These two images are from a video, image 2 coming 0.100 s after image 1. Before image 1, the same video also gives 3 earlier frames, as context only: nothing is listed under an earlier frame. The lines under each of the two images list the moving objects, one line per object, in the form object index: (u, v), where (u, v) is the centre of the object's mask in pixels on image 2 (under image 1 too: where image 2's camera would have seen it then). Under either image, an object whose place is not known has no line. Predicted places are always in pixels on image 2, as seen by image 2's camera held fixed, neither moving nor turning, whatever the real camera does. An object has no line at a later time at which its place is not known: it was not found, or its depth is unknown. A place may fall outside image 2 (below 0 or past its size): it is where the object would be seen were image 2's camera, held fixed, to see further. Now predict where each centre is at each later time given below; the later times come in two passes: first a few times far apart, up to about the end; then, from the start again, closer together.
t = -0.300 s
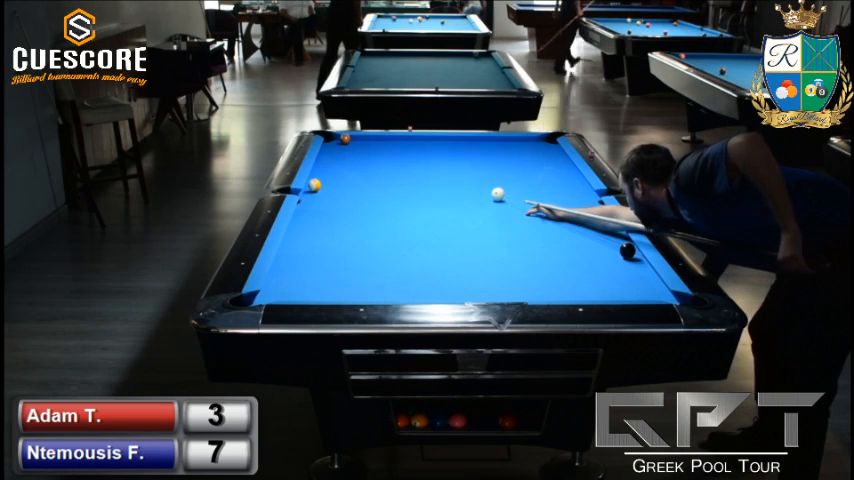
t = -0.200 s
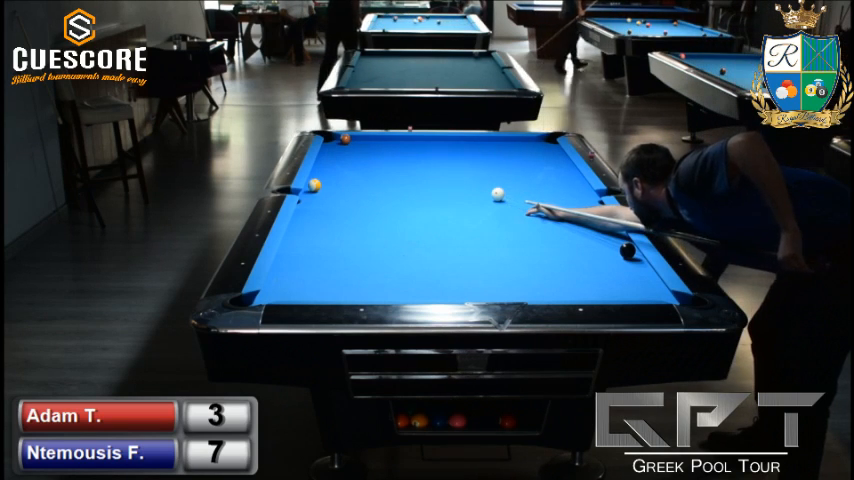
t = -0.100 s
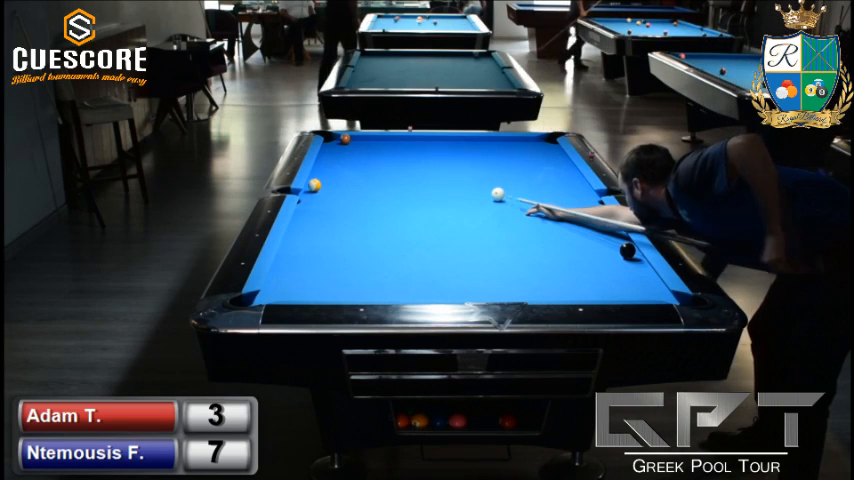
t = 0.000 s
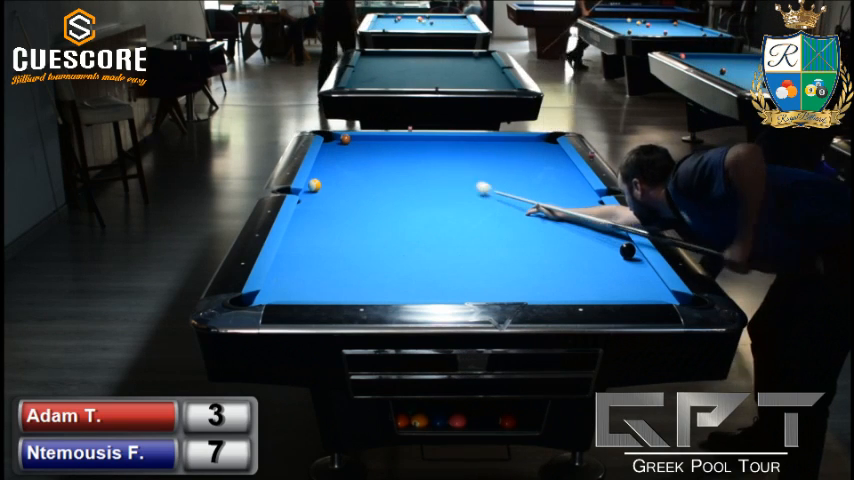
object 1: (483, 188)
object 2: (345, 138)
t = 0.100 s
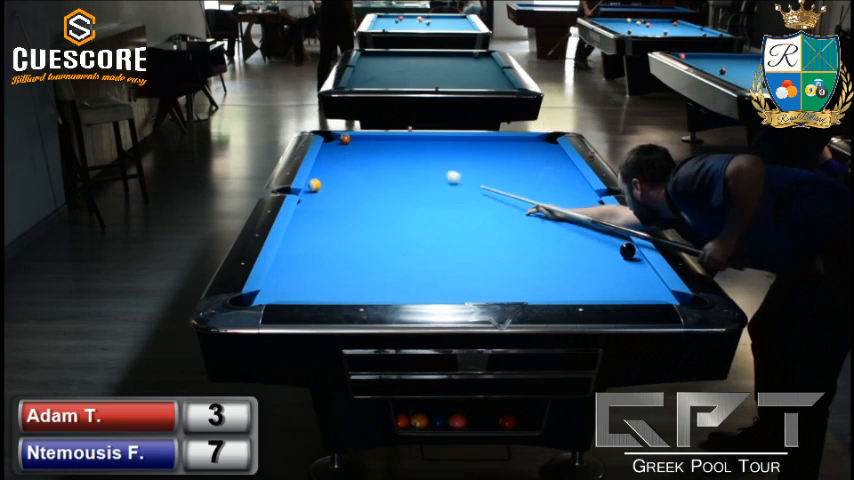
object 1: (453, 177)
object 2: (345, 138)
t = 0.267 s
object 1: (414, 162)
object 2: (345, 138)
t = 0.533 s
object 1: (365, 144)
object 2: (345, 138)
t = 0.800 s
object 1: (368, 139)
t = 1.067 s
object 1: (382, 145)
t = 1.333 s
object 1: (396, 150)
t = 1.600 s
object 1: (408, 154)
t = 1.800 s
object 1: (420, 158)
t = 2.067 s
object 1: (435, 164)
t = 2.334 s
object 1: (447, 168)
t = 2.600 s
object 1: (462, 174)
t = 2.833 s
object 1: (473, 178)
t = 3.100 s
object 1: (486, 183)
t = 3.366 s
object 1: (499, 187)
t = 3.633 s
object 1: (512, 191)
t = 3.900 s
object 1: (524, 196)
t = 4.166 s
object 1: (535, 200)
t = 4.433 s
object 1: (546, 204)
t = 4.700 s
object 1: (556, 208)
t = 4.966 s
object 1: (566, 212)
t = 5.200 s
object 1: (574, 215)
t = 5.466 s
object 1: (582, 219)
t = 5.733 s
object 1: (590, 222)
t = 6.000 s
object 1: (597, 225)
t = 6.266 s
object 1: (603, 227)
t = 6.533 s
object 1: (608, 230)
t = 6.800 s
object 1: (613, 232)
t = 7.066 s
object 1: (617, 234)
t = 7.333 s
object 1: (620, 235)
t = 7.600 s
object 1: (620, 236)
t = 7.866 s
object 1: (620, 236)
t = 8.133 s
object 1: (620, 236)
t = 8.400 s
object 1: (620, 236)
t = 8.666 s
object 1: (619, 237)
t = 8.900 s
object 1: (620, 236)
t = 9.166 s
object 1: (619, 237)
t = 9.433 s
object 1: (619, 237)
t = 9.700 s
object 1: (619, 237)
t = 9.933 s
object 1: (619, 237)
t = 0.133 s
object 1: (444, 174)
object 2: (345, 138)
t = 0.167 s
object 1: (436, 170)
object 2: (345, 138)
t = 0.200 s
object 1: (428, 167)
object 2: (345, 138)
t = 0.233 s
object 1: (421, 165)
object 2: (345, 138)
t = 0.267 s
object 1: (414, 162)
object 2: (345, 138)
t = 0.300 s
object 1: (407, 160)
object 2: (345, 138)
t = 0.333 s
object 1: (401, 157)
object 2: (345, 138)
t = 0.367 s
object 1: (394, 155)
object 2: (345, 138)
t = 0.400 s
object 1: (388, 153)
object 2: (345, 138)
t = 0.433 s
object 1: (382, 150)
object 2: (345, 138)
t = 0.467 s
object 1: (376, 148)
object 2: (345, 138)
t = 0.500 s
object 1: (370, 146)
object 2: (345, 138)
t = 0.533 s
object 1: (365, 144)
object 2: (345, 138)
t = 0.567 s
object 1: (359, 142)
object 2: (345, 138)
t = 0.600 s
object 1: (355, 139)
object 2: (344, 138)
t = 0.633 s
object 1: (357, 138)
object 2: (336, 137)
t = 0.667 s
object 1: (360, 137)
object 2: (329, 136)
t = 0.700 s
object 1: (362, 137)
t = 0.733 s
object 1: (364, 138)
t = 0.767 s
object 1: (366, 139)
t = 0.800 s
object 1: (368, 139)
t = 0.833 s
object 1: (370, 140)
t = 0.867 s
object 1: (372, 141)
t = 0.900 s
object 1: (373, 142)
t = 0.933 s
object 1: (375, 142)
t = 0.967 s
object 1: (377, 143)
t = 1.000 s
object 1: (379, 143)
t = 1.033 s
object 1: (380, 144)
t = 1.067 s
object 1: (382, 145)
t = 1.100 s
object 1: (384, 145)
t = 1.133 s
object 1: (385, 146)
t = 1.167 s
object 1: (387, 146)
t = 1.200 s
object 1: (389, 147)
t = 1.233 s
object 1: (391, 148)
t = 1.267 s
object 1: (392, 148)
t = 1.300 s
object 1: (394, 149)
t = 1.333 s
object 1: (396, 150)
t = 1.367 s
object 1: (397, 150)
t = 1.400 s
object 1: (399, 151)
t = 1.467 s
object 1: (402, 152)
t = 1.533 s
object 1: (406, 153)
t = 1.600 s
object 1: (408, 154)
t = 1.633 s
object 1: (409, 155)
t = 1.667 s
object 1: (411, 155)
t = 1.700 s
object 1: (413, 156)
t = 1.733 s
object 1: (416, 157)
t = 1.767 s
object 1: (418, 158)
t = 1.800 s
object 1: (420, 158)
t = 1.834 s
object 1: (421, 159)
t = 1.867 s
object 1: (423, 160)
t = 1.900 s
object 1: (425, 160)
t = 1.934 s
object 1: (426, 161)
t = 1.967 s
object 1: (428, 162)
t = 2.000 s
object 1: (430, 162)
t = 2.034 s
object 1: (432, 163)
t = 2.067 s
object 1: (435, 164)
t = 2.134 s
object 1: (437, 165)
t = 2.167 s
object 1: (438, 165)
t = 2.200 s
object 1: (440, 166)
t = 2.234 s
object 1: (442, 166)
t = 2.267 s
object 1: (443, 167)
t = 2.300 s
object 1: (445, 168)
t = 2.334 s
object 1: (447, 168)
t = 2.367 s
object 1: (450, 169)
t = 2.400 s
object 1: (452, 170)
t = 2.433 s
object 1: (454, 171)
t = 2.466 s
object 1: (455, 171)
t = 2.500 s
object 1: (457, 172)
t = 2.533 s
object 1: (460, 173)
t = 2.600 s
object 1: (462, 174)
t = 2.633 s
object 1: (463, 174)
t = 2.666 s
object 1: (465, 175)
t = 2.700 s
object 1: (467, 176)
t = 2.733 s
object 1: (469, 176)
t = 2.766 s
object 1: (470, 177)
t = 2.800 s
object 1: (472, 177)
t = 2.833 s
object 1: (473, 178)
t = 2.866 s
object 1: (475, 178)
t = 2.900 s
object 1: (476, 179)
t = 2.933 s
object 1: (478, 180)
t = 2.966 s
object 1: (480, 180)
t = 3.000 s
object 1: (481, 181)
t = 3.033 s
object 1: (483, 181)
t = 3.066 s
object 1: (485, 182)
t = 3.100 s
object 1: (486, 183)
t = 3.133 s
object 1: (488, 183)
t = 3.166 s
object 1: (489, 183)
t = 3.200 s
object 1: (491, 184)
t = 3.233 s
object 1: (493, 184)
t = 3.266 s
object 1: (494, 185)
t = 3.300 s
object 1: (496, 186)
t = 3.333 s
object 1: (497, 186)
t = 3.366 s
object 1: (499, 187)
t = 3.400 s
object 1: (501, 187)
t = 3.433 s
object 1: (502, 188)
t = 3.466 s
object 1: (504, 189)
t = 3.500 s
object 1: (505, 189)
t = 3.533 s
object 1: (507, 190)
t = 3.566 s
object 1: (508, 190)
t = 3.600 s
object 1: (510, 191)
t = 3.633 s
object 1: (512, 191)
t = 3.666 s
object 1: (513, 192)
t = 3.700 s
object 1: (515, 193)
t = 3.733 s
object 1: (516, 193)
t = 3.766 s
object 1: (518, 194)
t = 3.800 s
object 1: (519, 194)
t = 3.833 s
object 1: (521, 195)
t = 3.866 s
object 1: (522, 195)
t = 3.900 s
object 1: (524, 196)
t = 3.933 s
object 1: (525, 196)
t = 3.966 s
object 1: (527, 197)
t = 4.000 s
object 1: (528, 198)
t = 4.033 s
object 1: (530, 198)
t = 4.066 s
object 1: (531, 199)
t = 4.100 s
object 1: (532, 199)
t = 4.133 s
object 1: (534, 200)
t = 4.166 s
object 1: (535, 200)
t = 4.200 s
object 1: (536, 201)
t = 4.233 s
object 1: (538, 201)
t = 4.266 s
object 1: (539, 202)
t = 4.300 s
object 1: (541, 202)
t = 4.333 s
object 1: (542, 203)
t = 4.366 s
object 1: (543, 203)
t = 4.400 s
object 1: (545, 204)
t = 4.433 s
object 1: (546, 204)
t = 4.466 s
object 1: (547, 205)
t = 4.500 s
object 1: (549, 205)
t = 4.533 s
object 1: (550, 206)
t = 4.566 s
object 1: (551, 206)
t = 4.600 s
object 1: (552, 207)
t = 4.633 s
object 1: (554, 207)
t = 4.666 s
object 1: (555, 208)
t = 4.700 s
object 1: (556, 208)
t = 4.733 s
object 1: (558, 209)
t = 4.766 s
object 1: (559, 209)
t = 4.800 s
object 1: (560, 210)
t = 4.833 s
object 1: (561, 210)
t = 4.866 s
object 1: (563, 211)
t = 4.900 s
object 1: (564, 211)
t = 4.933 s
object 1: (565, 212)
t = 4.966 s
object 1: (566, 212)
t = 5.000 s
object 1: (567, 213)
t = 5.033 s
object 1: (569, 213)
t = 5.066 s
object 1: (570, 214)
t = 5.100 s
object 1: (571, 214)
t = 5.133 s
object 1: (572, 214)
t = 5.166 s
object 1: (573, 215)
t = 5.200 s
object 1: (574, 215)
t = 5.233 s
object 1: (575, 216)
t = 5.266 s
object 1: (576, 216)
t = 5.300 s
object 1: (577, 217)
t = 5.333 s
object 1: (578, 217)
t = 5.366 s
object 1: (579, 217)
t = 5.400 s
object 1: (580, 218)
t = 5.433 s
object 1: (581, 218)
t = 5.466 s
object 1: (582, 219)
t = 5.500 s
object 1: (583, 219)
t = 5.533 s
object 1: (584, 220)
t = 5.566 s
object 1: (585, 220)
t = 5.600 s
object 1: (586, 220)
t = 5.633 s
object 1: (587, 221)
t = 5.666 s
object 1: (588, 221)
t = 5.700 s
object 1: (589, 221)
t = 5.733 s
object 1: (590, 222)
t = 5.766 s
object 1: (591, 222)
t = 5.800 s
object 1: (592, 223)
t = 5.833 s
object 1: (592, 223)
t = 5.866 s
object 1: (593, 223)
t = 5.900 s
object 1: (594, 224)
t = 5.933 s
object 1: (595, 224)
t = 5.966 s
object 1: (596, 224)
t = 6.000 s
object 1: (597, 225)
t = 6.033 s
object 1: (597, 225)
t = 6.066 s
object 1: (598, 225)
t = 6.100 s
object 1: (599, 226)
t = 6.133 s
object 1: (600, 226)
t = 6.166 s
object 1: (600, 226)
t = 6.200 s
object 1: (601, 227)
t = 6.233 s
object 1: (602, 227)
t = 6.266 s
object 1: (603, 227)
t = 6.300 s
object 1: (603, 228)
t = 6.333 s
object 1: (604, 228)
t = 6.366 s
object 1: (605, 228)
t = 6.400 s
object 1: (606, 229)
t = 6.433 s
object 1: (606, 229)
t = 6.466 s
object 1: (607, 229)
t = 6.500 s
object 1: (608, 230)
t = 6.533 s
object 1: (608, 230)
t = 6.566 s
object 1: (609, 230)
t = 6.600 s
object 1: (609, 230)
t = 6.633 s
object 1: (610, 231)
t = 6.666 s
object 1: (610, 231)
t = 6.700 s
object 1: (611, 231)
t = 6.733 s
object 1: (611, 231)
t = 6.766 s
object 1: (612, 232)
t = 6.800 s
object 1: (613, 232)
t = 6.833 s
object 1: (613, 232)
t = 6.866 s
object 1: (614, 233)
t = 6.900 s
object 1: (614, 233)
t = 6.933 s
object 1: (615, 233)
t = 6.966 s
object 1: (615, 233)
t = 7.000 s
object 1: (616, 233)
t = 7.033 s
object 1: (616, 233)
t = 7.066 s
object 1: (617, 234)
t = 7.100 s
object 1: (617, 234)
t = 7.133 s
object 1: (617, 234)
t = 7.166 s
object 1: (618, 234)
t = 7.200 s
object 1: (618, 234)
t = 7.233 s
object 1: (618, 235)
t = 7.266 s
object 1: (619, 235)
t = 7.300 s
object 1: (619, 235)
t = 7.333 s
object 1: (620, 235)
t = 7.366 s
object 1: (620, 235)
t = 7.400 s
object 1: (620, 235)
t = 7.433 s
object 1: (620, 235)
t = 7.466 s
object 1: (620, 235)
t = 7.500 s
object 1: (620, 236)
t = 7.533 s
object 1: (620, 236)
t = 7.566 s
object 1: (620, 236)
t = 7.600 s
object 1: (620, 236)
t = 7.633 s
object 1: (620, 236)
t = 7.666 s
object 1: (620, 236)
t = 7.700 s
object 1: (620, 236)
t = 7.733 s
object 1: (620, 236)
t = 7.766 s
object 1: (620, 236)
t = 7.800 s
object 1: (620, 236)
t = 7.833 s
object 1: (620, 236)
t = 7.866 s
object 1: (620, 236)
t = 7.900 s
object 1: (620, 236)
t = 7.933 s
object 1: (620, 236)
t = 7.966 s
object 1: (620, 236)
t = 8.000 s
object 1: (620, 236)
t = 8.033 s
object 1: (620, 236)
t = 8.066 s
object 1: (620, 236)
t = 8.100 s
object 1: (620, 236)
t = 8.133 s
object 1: (620, 236)
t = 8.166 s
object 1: (619, 236)
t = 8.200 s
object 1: (620, 237)
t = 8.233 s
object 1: (620, 236)
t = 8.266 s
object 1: (619, 237)
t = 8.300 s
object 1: (620, 237)
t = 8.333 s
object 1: (620, 236)
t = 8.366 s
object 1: (620, 236)
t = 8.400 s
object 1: (620, 236)
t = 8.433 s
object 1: (620, 236)
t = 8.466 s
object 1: (620, 236)
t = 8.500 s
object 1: (620, 236)
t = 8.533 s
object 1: (620, 237)
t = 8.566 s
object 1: (620, 237)
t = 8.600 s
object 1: (619, 237)
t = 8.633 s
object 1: (619, 237)
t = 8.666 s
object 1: (619, 237)
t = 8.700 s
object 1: (619, 237)
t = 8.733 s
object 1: (620, 236)
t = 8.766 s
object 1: (619, 237)
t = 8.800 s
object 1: (620, 236)
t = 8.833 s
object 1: (620, 236)
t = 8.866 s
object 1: (620, 236)
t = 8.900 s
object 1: (620, 236)
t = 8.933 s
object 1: (619, 237)
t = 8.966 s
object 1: (620, 237)
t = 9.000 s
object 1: (620, 236)
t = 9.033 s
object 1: (620, 237)
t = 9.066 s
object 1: (620, 237)
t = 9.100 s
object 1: (619, 237)
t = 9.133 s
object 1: (619, 237)
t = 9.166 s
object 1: (619, 237)
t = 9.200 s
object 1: (620, 236)
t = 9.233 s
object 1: (620, 236)
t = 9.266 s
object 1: (619, 237)
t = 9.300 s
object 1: (619, 237)
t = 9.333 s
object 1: (619, 237)
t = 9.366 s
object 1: (620, 236)
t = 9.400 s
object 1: (620, 237)
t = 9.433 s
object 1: (619, 237)
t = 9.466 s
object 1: (619, 237)
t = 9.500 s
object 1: (619, 237)
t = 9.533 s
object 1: (620, 236)
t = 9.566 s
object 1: (619, 237)
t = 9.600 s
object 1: (619, 237)
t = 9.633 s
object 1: (619, 237)
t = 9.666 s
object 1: (619, 236)
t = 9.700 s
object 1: (619, 237)
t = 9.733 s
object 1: (619, 237)
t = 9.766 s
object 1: (619, 236)
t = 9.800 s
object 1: (619, 236)
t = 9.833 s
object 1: (620, 236)
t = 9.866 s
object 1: (620, 236)
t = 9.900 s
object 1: (620, 236)
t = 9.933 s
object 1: (619, 237)
